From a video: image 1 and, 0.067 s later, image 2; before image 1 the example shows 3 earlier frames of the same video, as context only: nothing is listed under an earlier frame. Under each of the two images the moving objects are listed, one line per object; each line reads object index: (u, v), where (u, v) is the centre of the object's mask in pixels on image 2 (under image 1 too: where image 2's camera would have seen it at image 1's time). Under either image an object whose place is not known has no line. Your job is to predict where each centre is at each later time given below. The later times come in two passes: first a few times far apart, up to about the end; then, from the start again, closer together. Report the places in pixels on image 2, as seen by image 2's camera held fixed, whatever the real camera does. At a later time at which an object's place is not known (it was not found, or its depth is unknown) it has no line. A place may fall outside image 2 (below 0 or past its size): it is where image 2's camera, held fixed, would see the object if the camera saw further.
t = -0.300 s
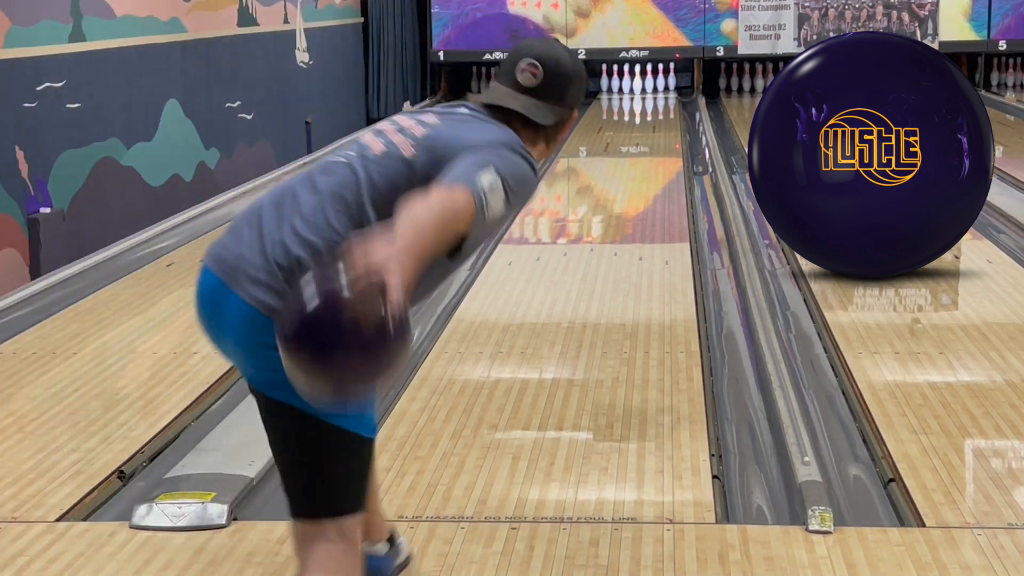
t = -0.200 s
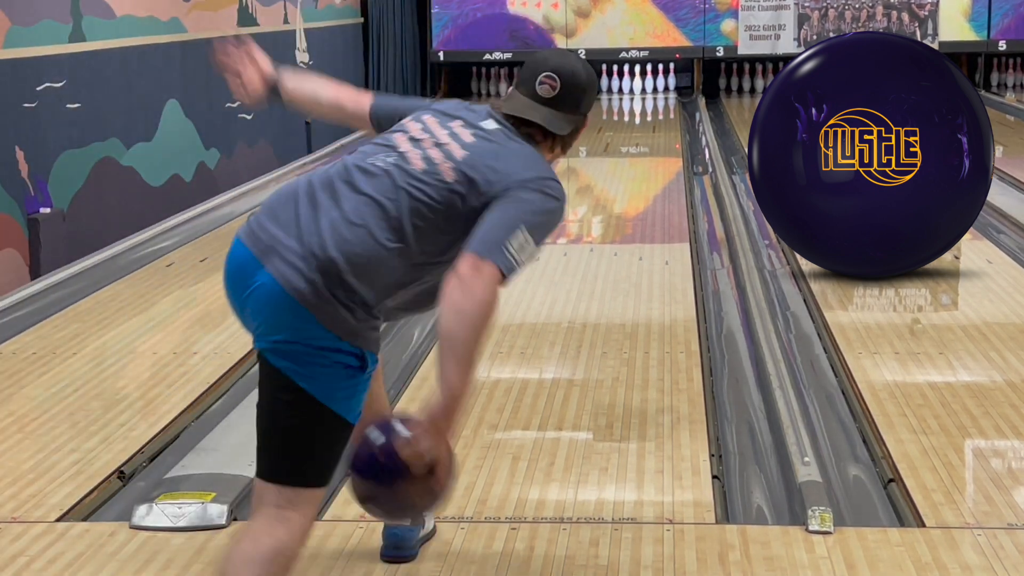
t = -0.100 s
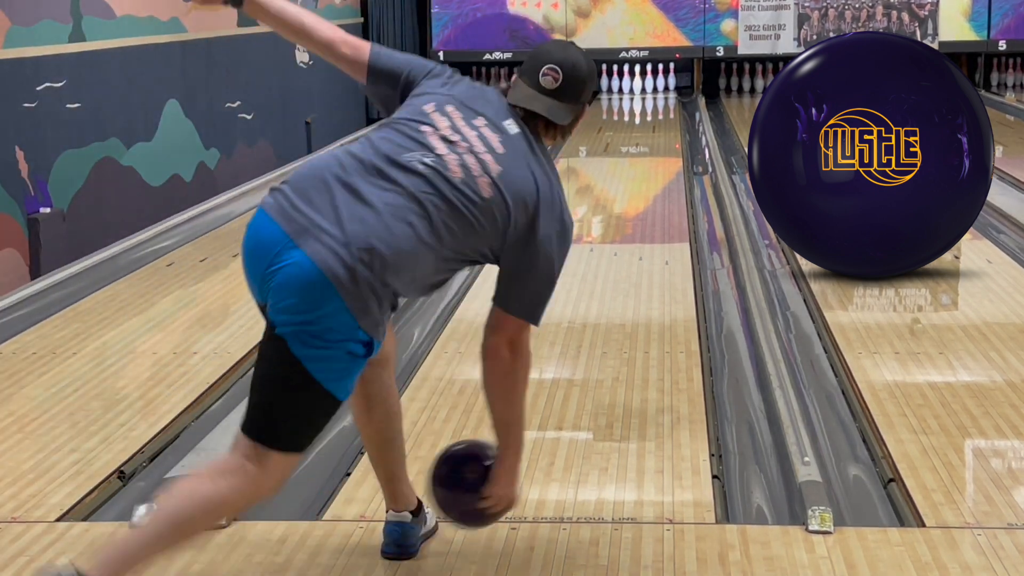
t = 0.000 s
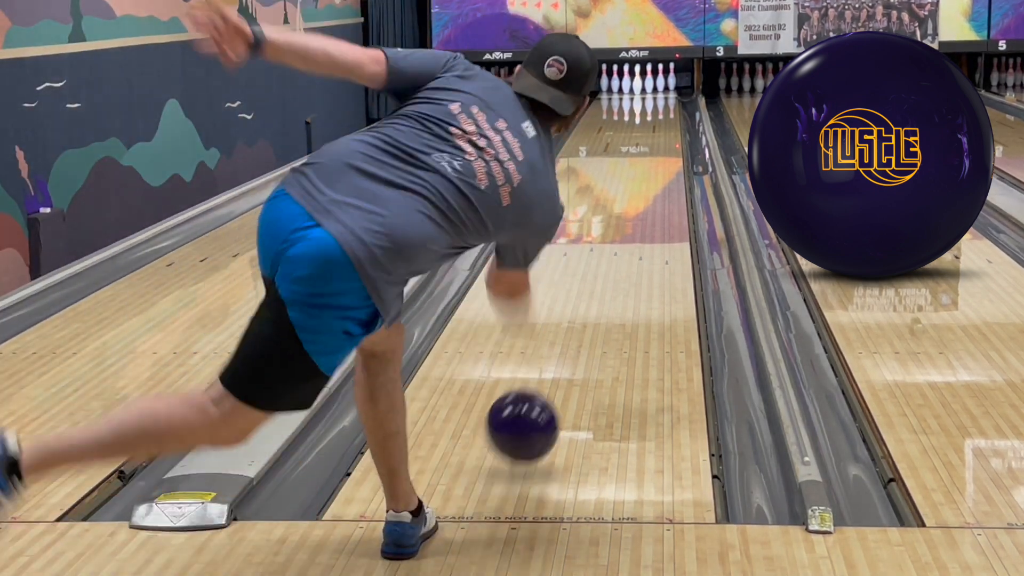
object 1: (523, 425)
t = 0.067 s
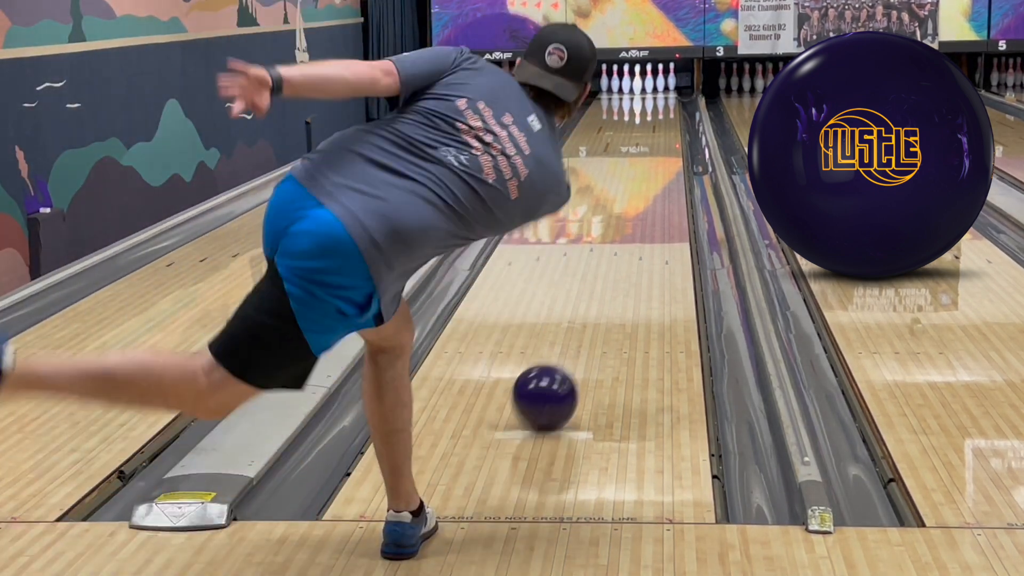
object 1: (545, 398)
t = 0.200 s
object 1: (578, 330)
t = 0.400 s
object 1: (611, 263)
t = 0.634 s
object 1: (635, 212)
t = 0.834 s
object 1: (648, 181)
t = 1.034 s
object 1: (658, 158)
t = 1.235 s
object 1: (664, 141)
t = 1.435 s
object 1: (668, 126)
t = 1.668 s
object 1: (669, 112)
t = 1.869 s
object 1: (665, 103)
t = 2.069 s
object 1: (657, 96)
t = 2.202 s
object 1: (650, 92)
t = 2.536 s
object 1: (632, 84)
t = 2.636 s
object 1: (628, 84)
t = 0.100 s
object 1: (554, 380)
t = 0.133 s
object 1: (563, 362)
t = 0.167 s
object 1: (571, 346)
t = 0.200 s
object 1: (578, 330)
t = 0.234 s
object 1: (584, 317)
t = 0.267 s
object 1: (590, 305)
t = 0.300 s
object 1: (596, 293)
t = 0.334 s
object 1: (601, 282)
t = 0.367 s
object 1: (606, 272)
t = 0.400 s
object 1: (611, 263)
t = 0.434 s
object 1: (615, 254)
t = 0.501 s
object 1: (622, 238)
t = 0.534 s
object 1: (626, 231)
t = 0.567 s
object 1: (629, 224)
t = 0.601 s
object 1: (632, 218)
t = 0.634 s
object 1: (635, 212)
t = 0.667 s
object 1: (637, 206)
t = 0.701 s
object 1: (640, 200)
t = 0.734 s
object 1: (642, 195)
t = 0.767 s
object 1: (645, 190)
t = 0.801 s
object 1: (646, 186)
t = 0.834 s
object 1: (648, 181)
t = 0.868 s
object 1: (650, 177)
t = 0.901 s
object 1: (652, 173)
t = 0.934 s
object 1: (654, 169)
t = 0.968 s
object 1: (655, 165)
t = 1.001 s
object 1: (657, 161)
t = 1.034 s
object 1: (658, 158)
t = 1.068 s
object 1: (659, 155)
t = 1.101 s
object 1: (661, 152)
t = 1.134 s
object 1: (662, 149)
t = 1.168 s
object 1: (663, 146)
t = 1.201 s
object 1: (663, 143)
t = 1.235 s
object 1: (664, 141)
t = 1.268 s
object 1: (666, 138)
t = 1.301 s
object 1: (665, 135)
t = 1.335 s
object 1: (666, 133)
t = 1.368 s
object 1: (667, 130)
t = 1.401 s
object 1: (667, 128)
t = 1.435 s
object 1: (668, 126)
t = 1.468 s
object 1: (668, 124)
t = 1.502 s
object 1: (669, 121)
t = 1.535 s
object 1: (669, 120)
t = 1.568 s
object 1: (669, 117)
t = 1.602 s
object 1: (669, 116)
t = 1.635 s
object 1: (669, 114)
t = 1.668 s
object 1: (669, 112)
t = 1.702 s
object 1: (668, 110)
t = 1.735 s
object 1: (668, 108)
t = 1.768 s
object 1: (667, 107)
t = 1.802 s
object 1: (667, 105)
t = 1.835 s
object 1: (666, 104)
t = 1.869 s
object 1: (665, 103)
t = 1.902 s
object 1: (664, 101)
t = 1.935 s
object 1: (663, 100)
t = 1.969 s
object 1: (662, 99)
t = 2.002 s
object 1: (660, 98)
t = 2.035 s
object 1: (659, 96)
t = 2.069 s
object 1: (657, 96)
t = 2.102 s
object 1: (655, 95)
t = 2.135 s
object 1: (654, 93)
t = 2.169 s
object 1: (652, 92)
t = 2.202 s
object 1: (650, 92)
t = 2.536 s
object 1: (632, 84)
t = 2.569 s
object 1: (631, 83)
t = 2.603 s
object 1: (629, 83)
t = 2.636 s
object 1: (628, 84)
